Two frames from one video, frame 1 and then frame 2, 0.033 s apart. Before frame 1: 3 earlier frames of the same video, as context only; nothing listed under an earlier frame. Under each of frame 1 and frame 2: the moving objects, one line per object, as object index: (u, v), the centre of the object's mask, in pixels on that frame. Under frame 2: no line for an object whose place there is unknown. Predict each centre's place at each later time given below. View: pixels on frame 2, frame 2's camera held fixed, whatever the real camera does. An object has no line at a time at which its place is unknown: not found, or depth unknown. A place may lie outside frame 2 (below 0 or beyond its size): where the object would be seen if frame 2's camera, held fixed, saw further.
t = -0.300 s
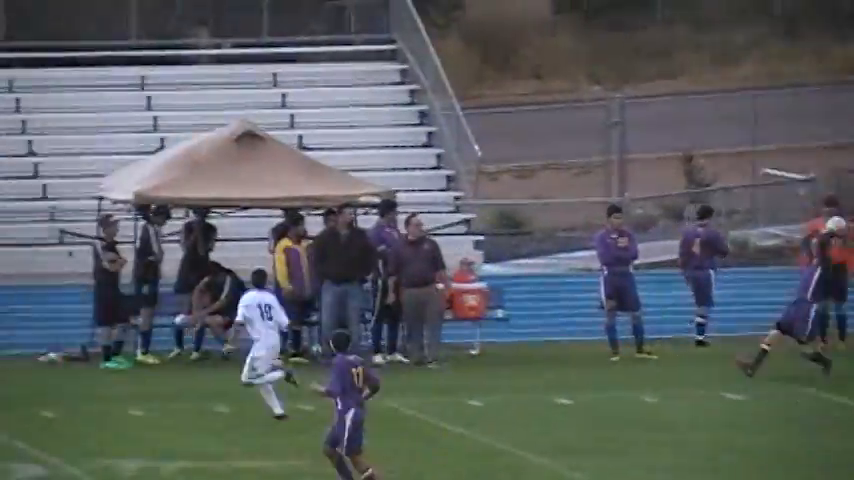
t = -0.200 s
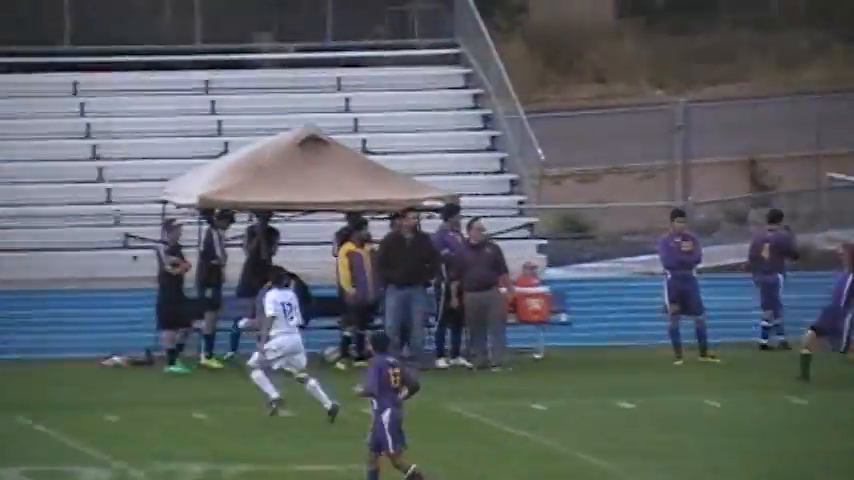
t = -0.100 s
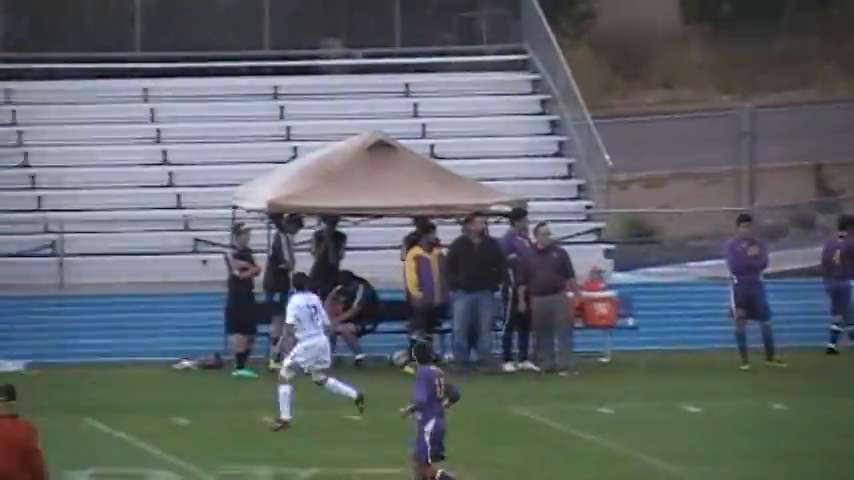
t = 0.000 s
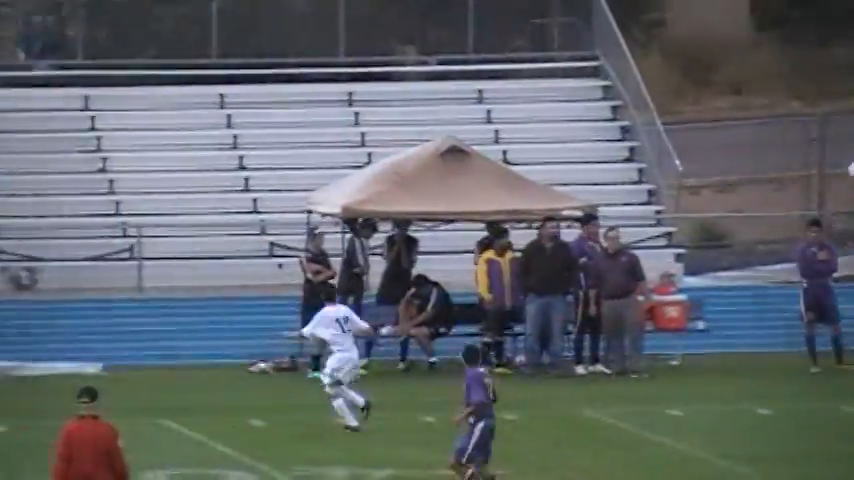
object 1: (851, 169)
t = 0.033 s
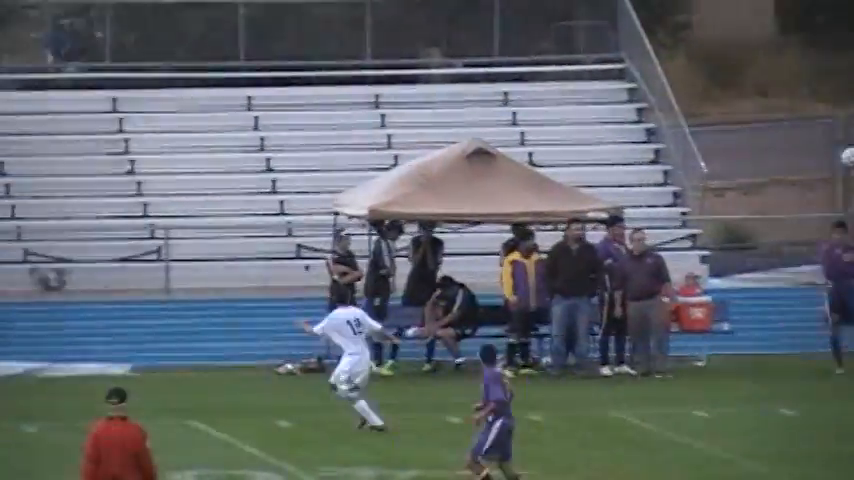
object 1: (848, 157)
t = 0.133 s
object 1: (753, 117)
